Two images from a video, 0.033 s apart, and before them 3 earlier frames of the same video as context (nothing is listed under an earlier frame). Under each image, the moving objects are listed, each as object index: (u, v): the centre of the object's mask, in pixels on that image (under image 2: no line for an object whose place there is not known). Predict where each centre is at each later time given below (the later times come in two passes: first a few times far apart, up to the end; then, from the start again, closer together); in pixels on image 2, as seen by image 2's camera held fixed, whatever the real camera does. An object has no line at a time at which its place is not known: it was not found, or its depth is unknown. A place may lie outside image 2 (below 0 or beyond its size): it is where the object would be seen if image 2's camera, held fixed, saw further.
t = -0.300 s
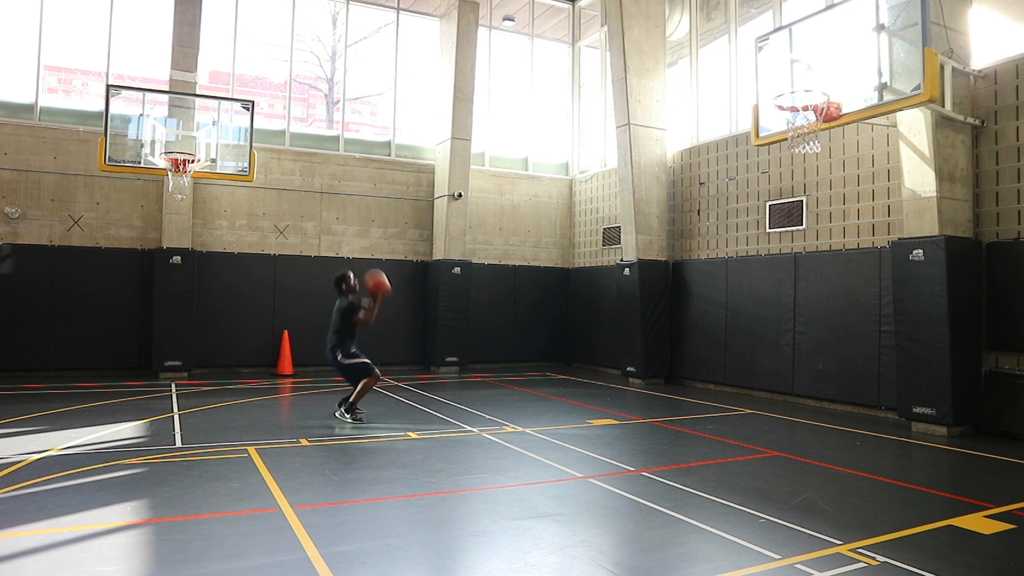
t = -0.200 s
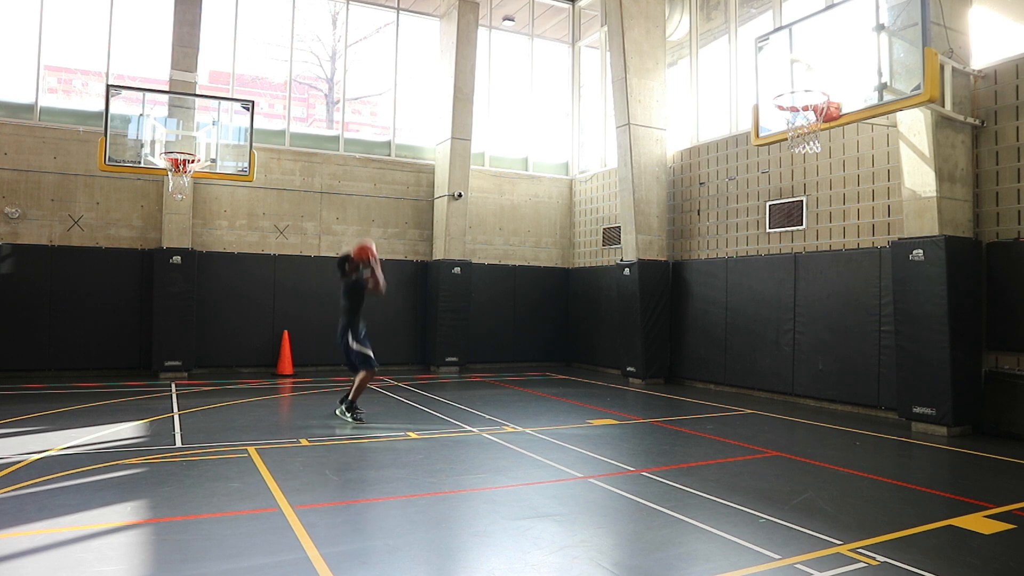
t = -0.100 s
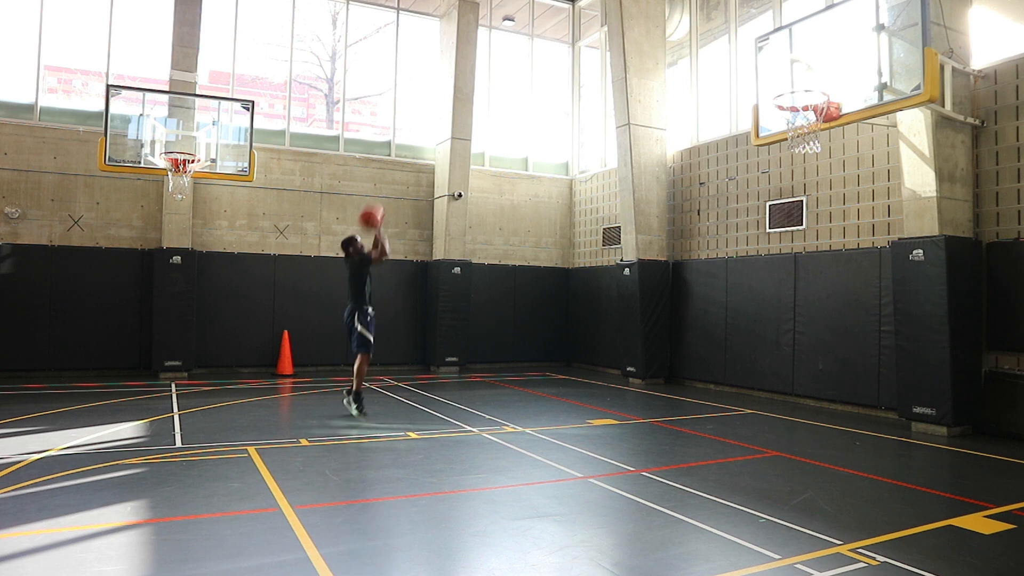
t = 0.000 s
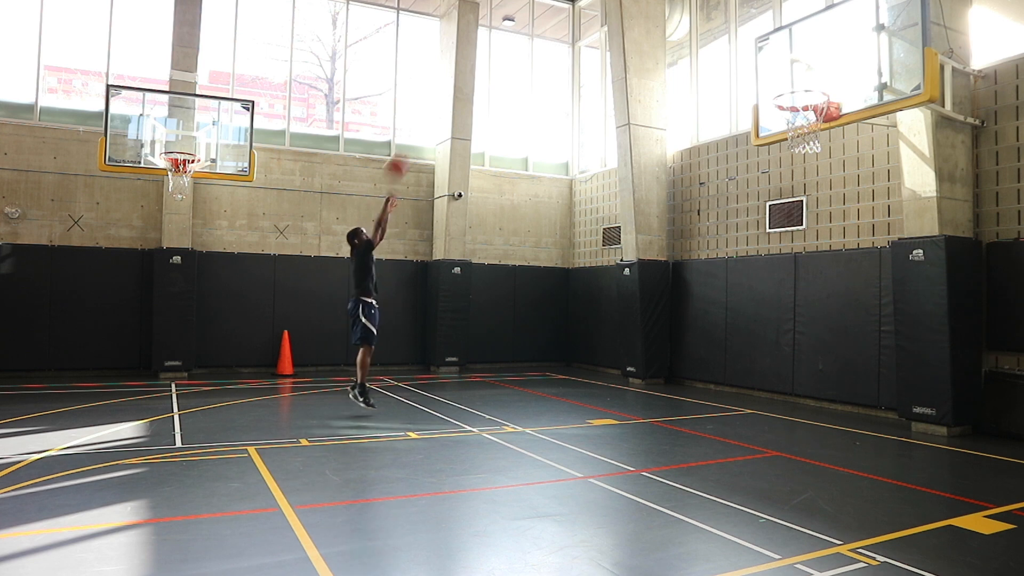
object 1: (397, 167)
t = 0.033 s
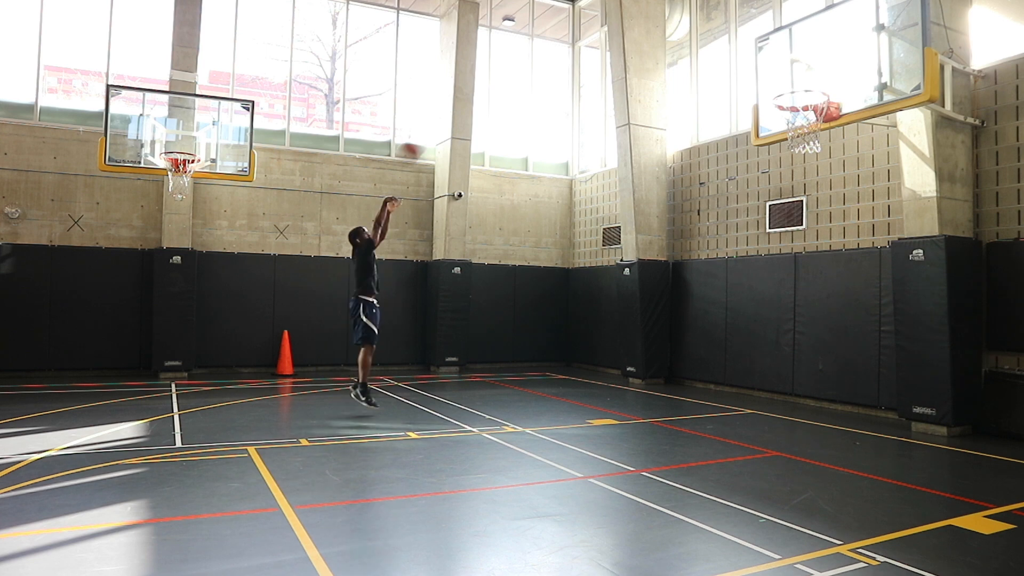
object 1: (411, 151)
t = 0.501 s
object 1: (610, 8)
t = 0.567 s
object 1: (639, 7)
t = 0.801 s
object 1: (742, 25)
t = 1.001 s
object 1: (805, 81)
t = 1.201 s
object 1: (790, 126)
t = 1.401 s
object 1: (781, 163)
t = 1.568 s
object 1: (774, 226)
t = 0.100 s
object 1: (440, 117)
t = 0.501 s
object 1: (610, 8)
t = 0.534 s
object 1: (624, 7)
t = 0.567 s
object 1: (639, 7)
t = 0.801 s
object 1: (742, 25)
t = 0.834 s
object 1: (760, 35)
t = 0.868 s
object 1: (775, 43)
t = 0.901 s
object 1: (792, 55)
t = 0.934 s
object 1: (804, 65)
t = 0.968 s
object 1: (806, 73)
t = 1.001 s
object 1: (805, 81)
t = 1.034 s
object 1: (802, 91)
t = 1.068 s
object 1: (799, 102)
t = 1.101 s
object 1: (796, 114)
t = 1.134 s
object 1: (795, 123)
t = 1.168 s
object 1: (792, 124)
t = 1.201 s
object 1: (790, 126)
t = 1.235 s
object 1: (789, 130)
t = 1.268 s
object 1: (787, 134)
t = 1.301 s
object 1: (786, 140)
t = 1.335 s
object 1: (785, 145)
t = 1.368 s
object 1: (783, 154)
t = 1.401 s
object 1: (781, 163)
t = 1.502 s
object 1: (778, 198)
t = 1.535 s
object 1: (775, 214)
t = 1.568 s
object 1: (774, 226)
